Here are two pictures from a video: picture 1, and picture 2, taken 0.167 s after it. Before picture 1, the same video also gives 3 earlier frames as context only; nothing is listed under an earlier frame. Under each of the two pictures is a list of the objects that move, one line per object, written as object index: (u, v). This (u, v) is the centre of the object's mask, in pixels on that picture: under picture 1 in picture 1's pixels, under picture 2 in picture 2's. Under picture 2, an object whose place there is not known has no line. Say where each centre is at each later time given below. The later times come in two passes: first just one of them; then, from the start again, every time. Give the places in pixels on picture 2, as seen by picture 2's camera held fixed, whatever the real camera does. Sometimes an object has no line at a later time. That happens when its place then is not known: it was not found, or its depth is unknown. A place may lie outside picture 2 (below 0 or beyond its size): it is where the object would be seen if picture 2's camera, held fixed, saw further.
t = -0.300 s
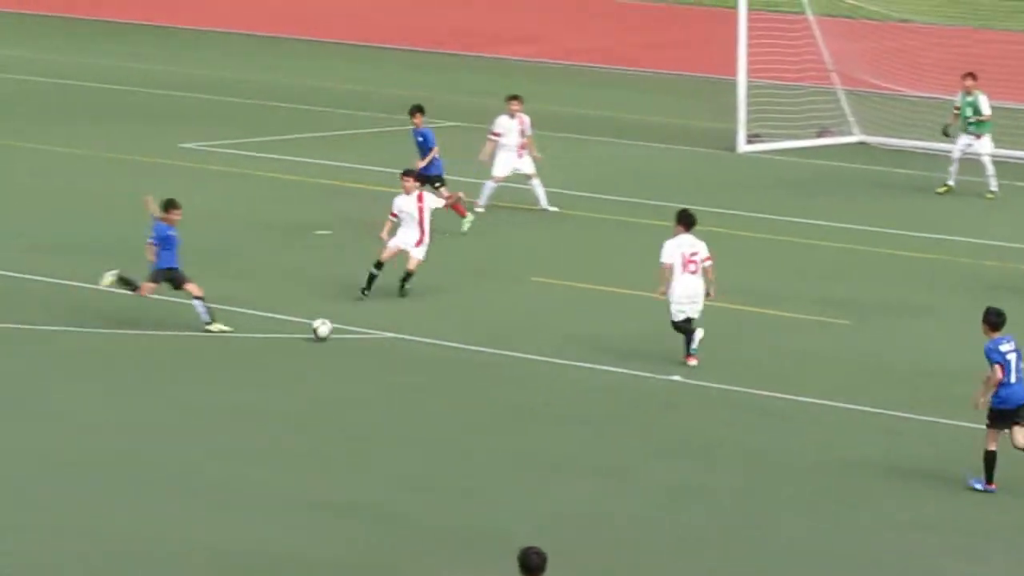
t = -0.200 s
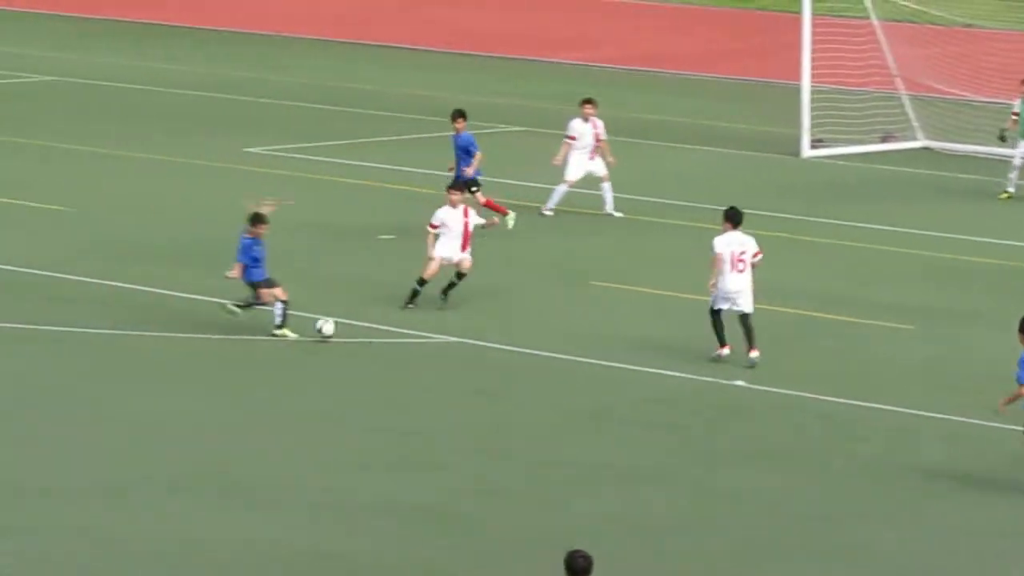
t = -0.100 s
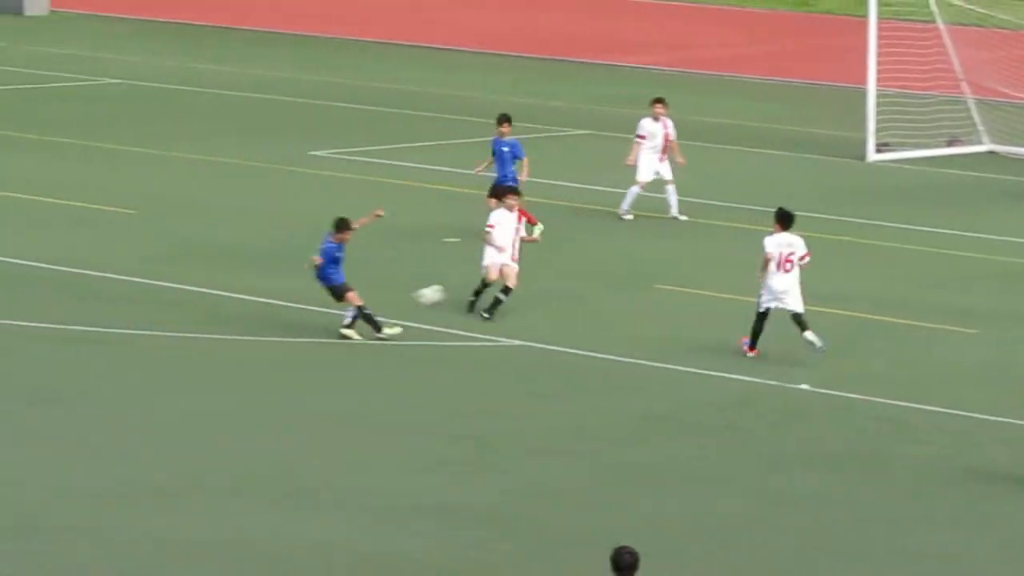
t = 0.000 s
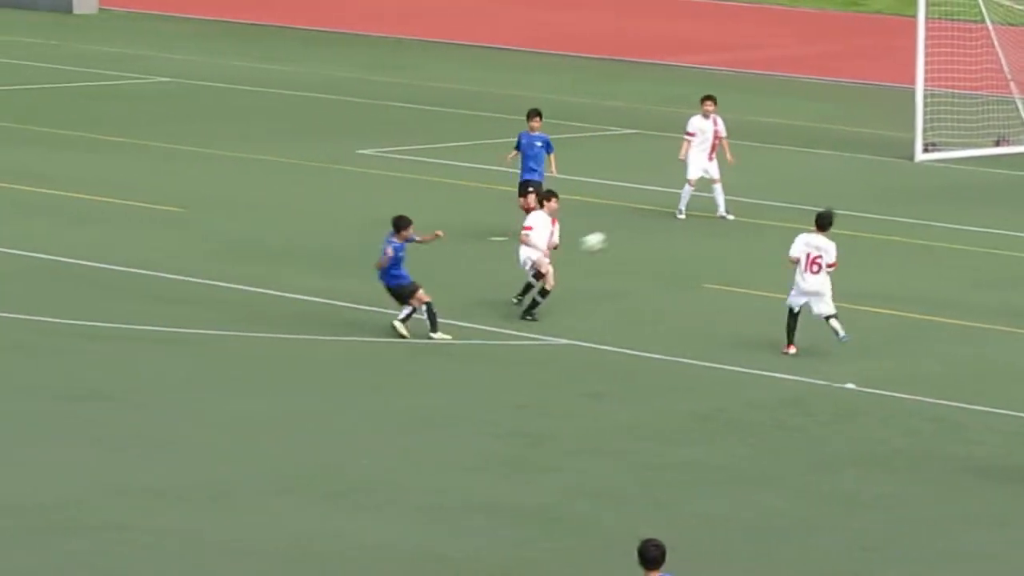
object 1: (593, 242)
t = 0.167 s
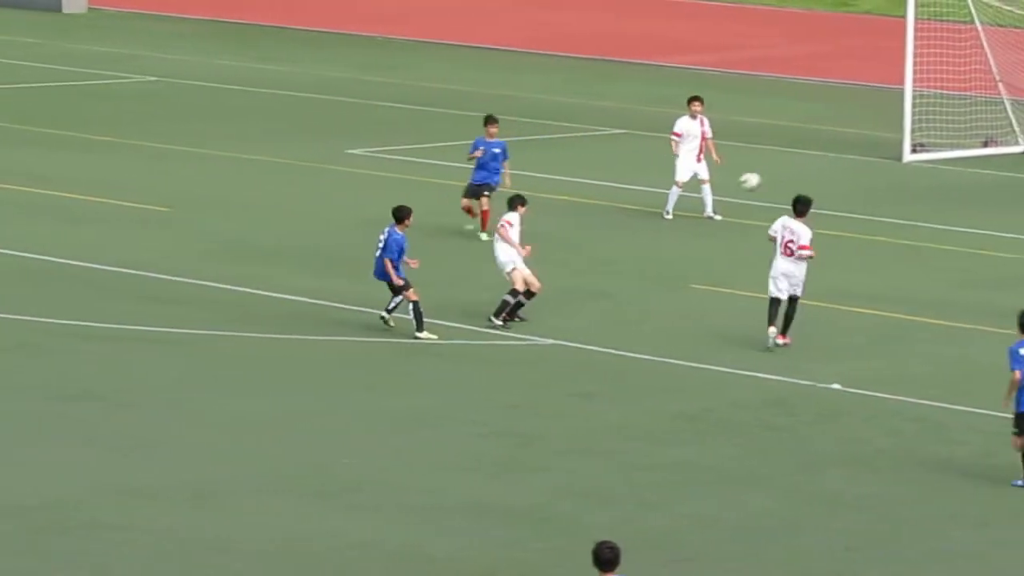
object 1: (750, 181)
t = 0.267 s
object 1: (836, 158)
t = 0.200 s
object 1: (779, 172)
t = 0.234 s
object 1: (808, 165)
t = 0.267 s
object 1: (836, 158)
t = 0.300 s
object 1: (863, 152)
